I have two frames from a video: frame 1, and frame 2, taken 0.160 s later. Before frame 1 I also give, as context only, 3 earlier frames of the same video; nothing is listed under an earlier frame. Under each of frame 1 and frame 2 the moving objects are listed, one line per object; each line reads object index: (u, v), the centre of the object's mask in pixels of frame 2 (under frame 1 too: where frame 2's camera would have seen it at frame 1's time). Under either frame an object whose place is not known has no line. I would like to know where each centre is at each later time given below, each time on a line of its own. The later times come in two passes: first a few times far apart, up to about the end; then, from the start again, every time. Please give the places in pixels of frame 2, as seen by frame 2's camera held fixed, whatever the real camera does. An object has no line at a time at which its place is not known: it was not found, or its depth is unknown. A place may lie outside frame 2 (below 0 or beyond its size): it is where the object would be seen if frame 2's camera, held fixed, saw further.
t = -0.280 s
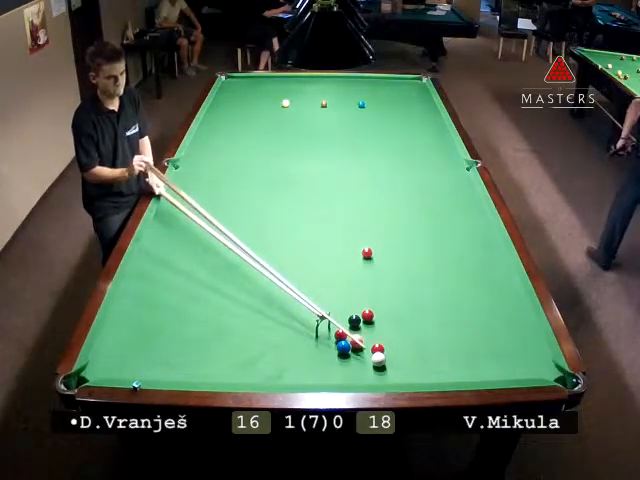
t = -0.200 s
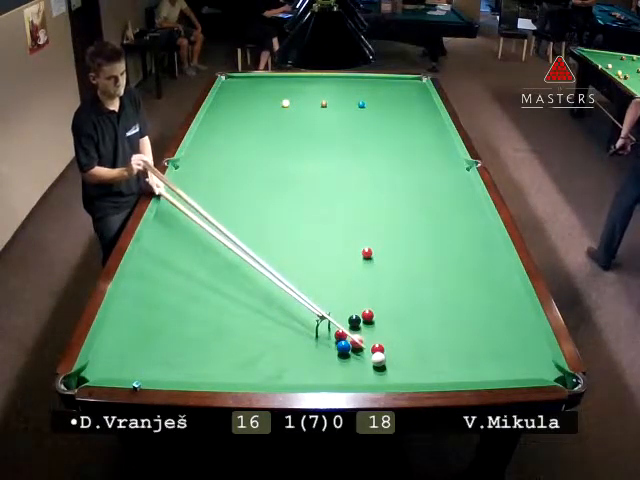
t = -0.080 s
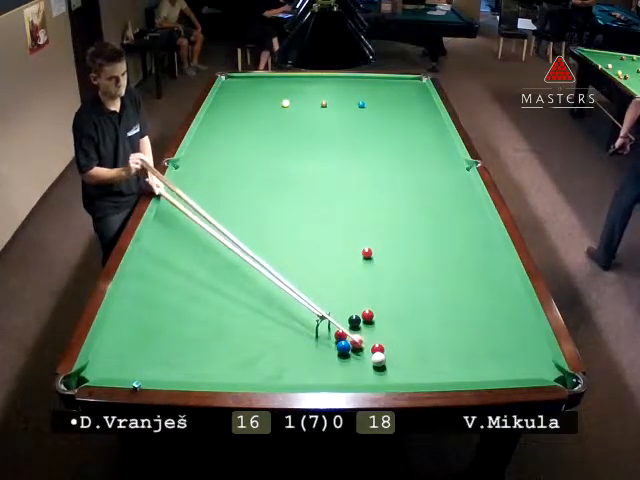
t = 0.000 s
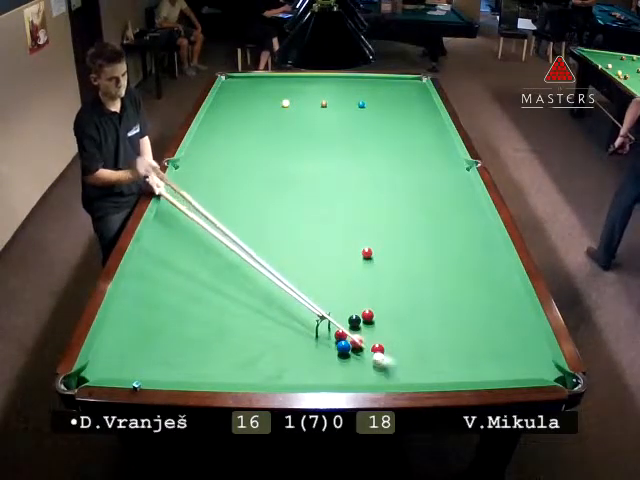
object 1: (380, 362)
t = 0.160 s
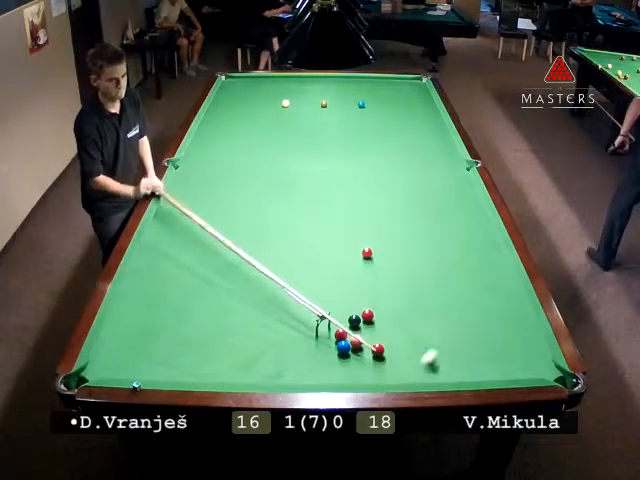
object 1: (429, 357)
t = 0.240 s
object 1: (443, 345)
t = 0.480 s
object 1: (479, 311)
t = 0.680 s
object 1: (504, 287)
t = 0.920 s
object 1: (485, 262)
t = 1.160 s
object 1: (452, 240)
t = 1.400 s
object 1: (422, 221)
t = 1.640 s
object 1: (396, 204)
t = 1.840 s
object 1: (376, 191)
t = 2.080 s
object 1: (355, 177)
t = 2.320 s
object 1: (336, 165)
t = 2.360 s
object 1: (334, 164)
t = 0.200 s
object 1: (436, 351)
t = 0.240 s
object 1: (443, 345)
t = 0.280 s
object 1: (449, 339)
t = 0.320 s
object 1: (456, 333)
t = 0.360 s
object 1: (462, 327)
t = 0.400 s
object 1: (468, 322)
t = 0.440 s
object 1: (473, 317)
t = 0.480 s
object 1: (479, 311)
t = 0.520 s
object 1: (484, 306)
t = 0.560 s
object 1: (489, 301)
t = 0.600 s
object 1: (494, 296)
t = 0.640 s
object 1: (499, 291)
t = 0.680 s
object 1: (504, 287)
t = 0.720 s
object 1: (509, 282)
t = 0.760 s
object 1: (509, 278)
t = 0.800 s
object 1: (503, 274)
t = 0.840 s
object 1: (496, 269)
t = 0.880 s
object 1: (491, 266)
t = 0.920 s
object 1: (485, 262)
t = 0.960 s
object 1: (479, 258)
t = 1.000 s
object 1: (473, 254)
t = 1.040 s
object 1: (468, 251)
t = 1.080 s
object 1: (462, 247)
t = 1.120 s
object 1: (457, 244)
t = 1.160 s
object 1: (452, 240)
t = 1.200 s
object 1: (446, 237)
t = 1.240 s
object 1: (442, 233)
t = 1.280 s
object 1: (437, 230)
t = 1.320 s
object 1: (432, 227)
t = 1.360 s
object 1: (427, 224)
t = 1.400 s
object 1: (422, 221)
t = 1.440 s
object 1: (418, 218)
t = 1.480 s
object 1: (413, 215)
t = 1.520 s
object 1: (409, 212)
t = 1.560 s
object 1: (405, 210)
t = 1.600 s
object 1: (400, 207)
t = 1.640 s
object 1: (396, 204)
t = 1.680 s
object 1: (392, 201)
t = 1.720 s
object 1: (389, 199)
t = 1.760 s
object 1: (384, 197)
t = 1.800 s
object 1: (380, 194)
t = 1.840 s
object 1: (376, 191)
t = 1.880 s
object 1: (373, 189)
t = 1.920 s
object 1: (369, 186)
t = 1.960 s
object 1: (366, 184)
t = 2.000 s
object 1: (362, 182)
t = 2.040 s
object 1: (359, 180)
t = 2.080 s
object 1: (355, 177)
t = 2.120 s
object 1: (352, 176)
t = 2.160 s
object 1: (349, 174)
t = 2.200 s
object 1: (345, 172)
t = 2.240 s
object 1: (343, 169)
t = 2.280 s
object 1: (339, 167)
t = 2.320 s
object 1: (336, 165)
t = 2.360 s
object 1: (334, 164)
